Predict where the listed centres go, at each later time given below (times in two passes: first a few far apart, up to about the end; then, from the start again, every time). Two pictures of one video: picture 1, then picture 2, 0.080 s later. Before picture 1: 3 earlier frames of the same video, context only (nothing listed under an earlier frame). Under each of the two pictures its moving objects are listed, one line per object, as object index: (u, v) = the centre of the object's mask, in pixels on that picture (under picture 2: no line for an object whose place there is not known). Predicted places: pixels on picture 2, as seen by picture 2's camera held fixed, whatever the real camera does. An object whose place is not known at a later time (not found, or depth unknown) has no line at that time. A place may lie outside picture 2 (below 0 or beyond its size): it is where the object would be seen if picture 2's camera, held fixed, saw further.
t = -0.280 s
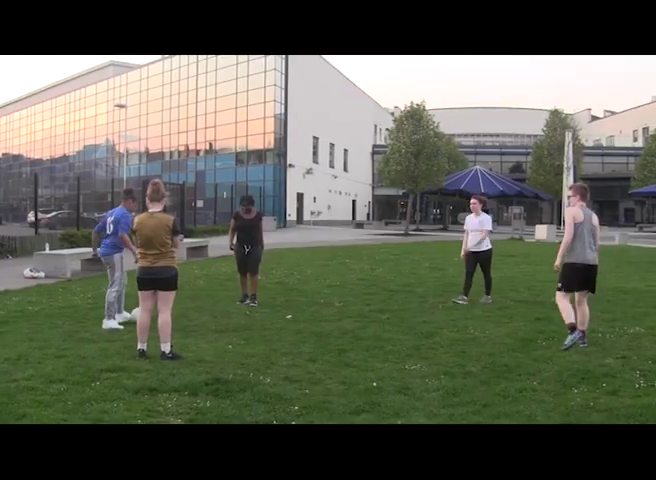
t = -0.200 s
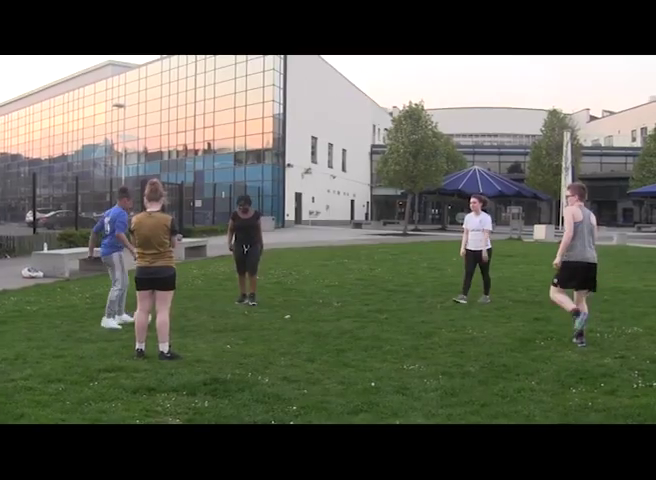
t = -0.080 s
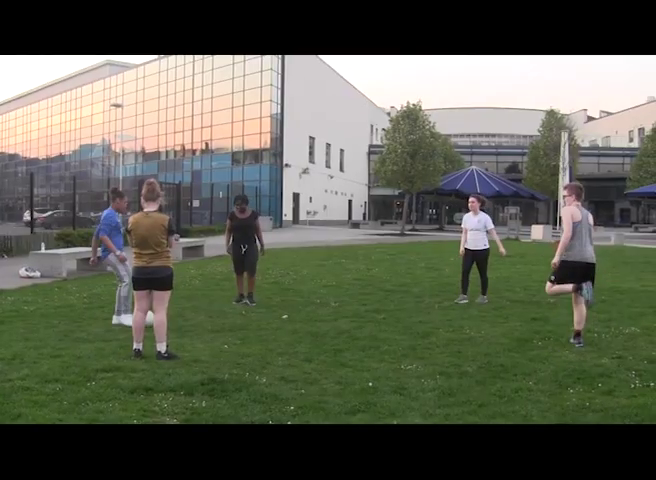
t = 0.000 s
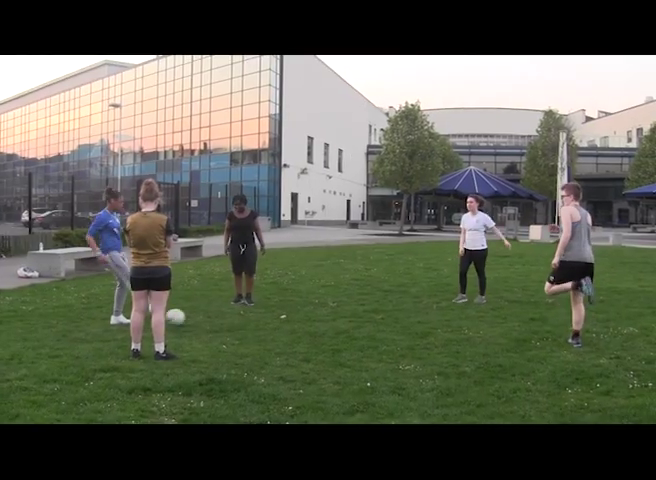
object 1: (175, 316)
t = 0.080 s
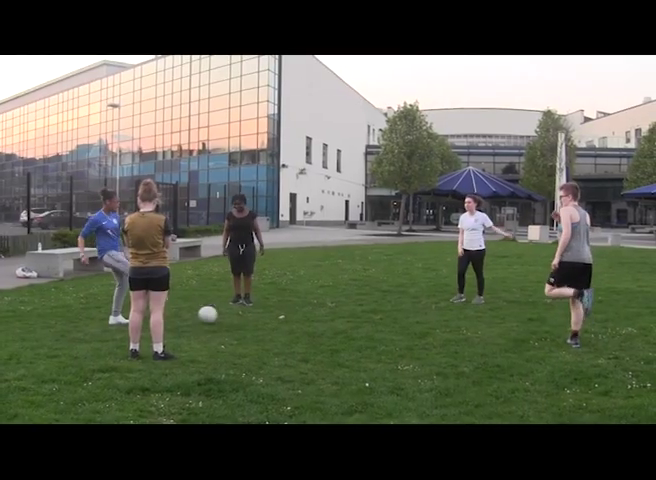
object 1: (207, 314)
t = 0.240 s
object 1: (265, 310)
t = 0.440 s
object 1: (326, 306)
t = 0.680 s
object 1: (390, 304)
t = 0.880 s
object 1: (437, 298)
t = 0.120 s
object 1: (224, 315)
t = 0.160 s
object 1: (238, 313)
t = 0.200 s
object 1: (251, 311)
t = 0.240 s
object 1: (265, 310)
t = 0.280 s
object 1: (277, 309)
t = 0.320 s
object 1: (291, 308)
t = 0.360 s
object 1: (303, 308)
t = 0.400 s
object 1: (315, 308)
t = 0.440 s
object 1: (326, 306)
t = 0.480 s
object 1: (337, 305)
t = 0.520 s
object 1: (348, 305)
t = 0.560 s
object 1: (360, 306)
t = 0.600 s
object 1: (370, 305)
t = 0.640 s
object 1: (380, 304)
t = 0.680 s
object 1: (390, 304)
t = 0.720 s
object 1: (400, 304)
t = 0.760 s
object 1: (410, 303)
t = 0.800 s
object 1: (419, 301)
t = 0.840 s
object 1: (428, 299)
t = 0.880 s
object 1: (437, 298)
